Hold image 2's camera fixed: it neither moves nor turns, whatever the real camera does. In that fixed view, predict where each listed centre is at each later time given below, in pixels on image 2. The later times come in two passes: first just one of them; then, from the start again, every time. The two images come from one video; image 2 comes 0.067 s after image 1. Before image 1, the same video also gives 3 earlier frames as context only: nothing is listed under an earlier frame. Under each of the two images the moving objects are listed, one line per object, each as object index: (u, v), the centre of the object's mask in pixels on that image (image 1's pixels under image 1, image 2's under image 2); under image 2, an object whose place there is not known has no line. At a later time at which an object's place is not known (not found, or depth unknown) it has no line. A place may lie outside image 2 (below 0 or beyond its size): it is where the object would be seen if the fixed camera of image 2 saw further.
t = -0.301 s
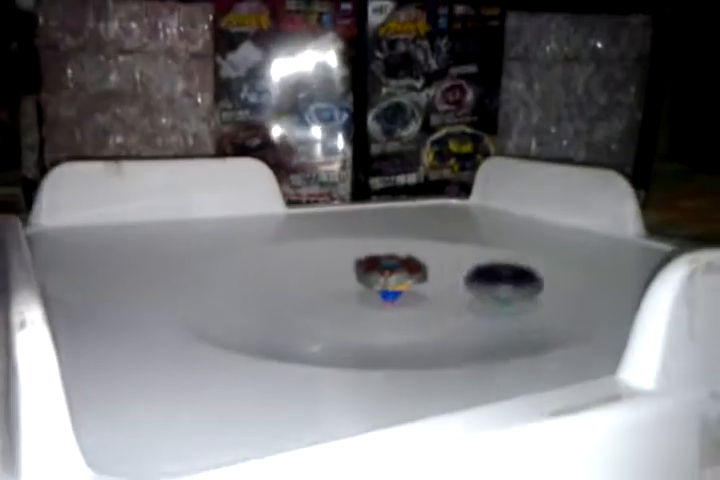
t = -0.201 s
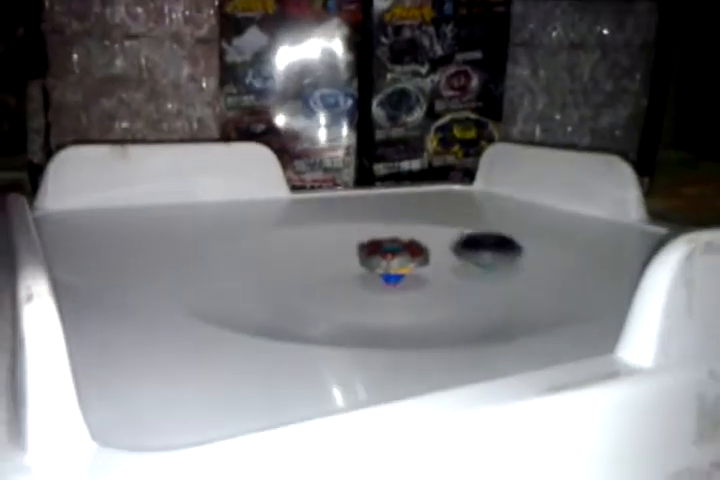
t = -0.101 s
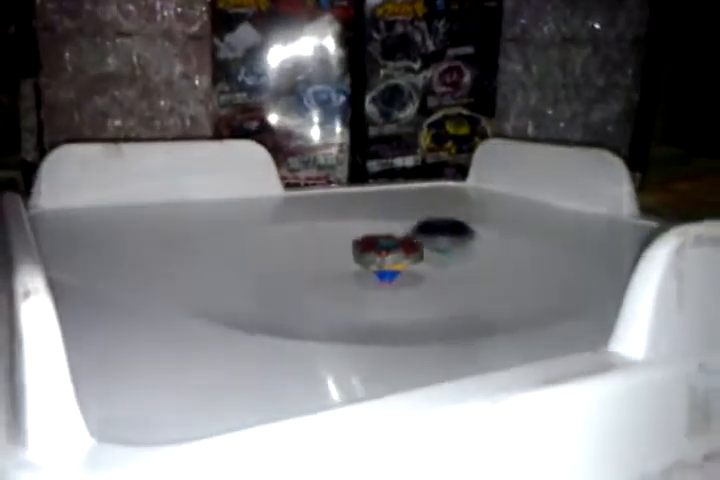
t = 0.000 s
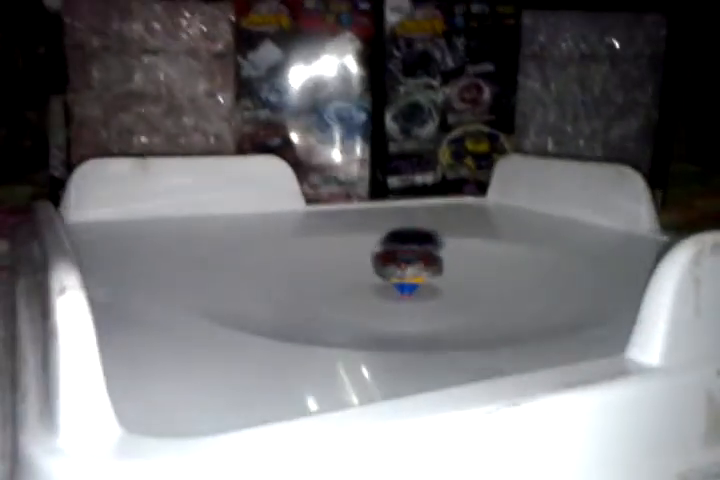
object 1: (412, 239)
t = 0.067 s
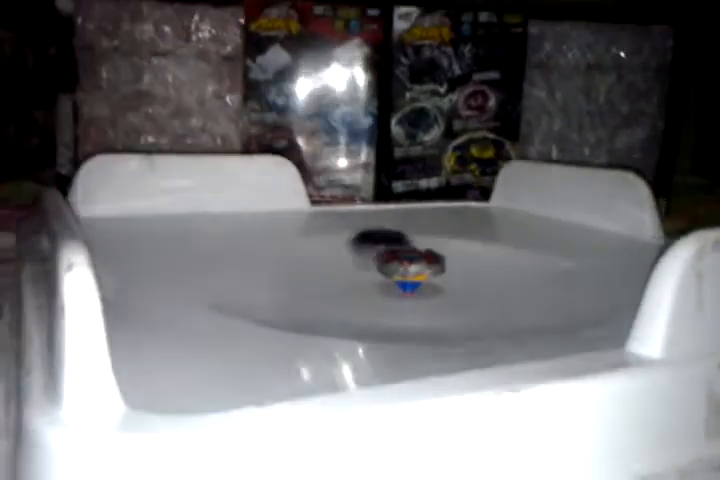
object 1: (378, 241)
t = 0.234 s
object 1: (314, 258)
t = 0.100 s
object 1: (362, 246)
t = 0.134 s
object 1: (349, 249)
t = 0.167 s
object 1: (336, 251)
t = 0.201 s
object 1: (323, 254)
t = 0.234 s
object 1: (314, 258)
